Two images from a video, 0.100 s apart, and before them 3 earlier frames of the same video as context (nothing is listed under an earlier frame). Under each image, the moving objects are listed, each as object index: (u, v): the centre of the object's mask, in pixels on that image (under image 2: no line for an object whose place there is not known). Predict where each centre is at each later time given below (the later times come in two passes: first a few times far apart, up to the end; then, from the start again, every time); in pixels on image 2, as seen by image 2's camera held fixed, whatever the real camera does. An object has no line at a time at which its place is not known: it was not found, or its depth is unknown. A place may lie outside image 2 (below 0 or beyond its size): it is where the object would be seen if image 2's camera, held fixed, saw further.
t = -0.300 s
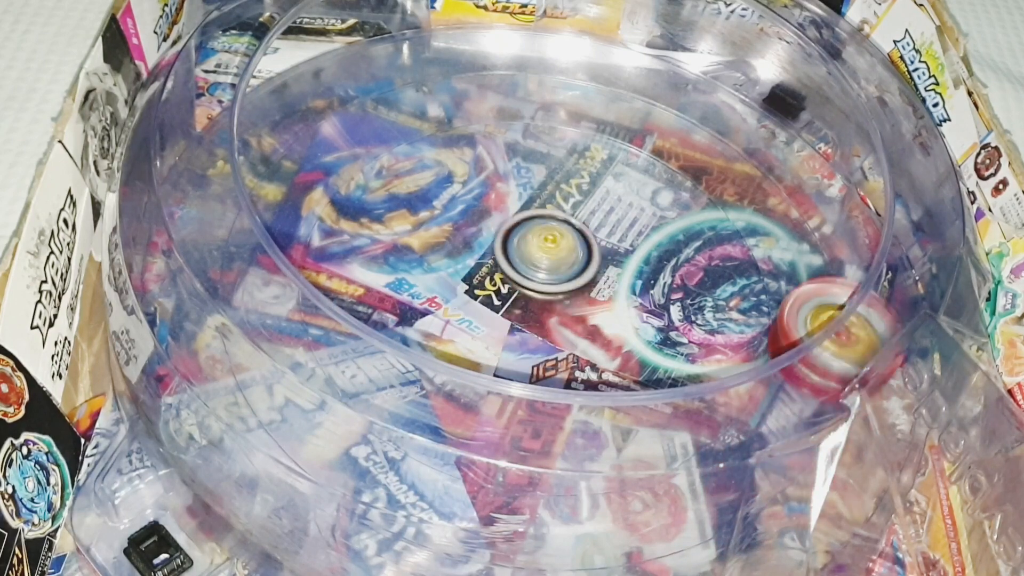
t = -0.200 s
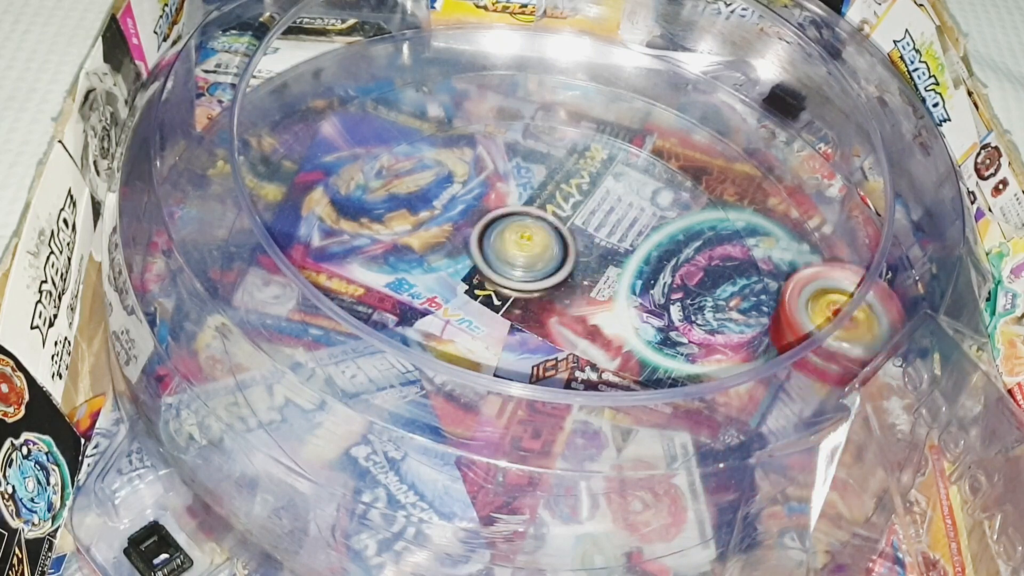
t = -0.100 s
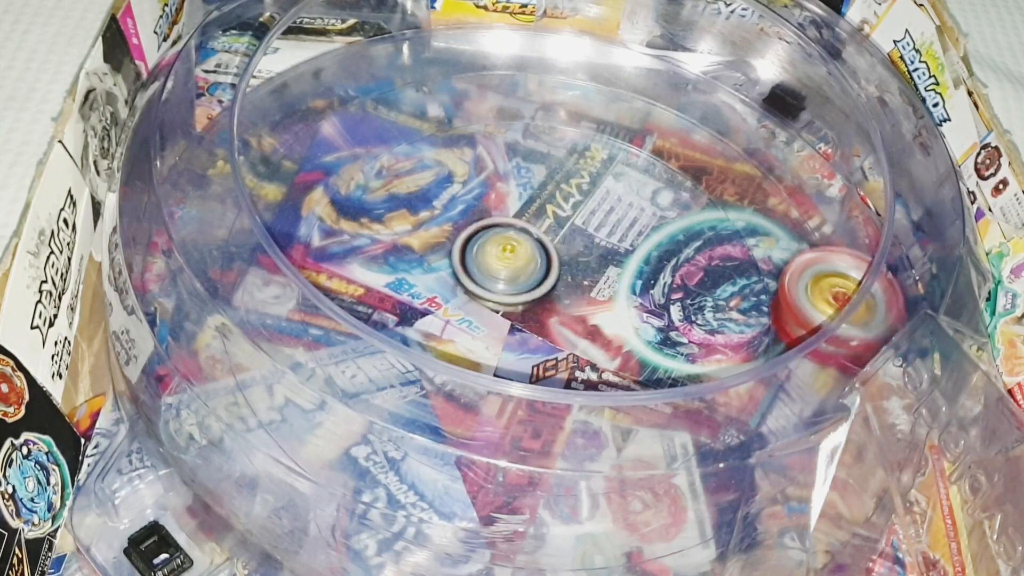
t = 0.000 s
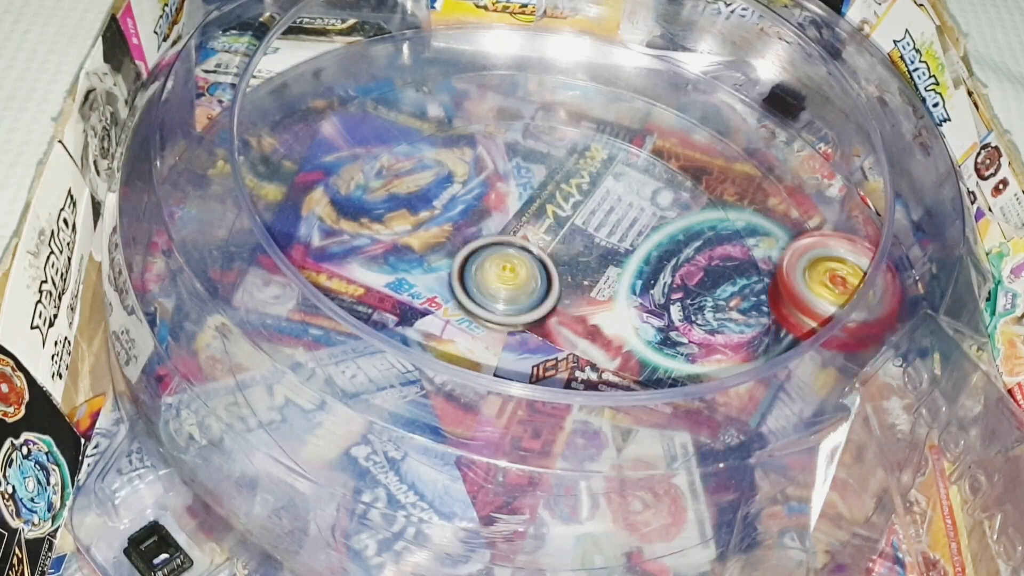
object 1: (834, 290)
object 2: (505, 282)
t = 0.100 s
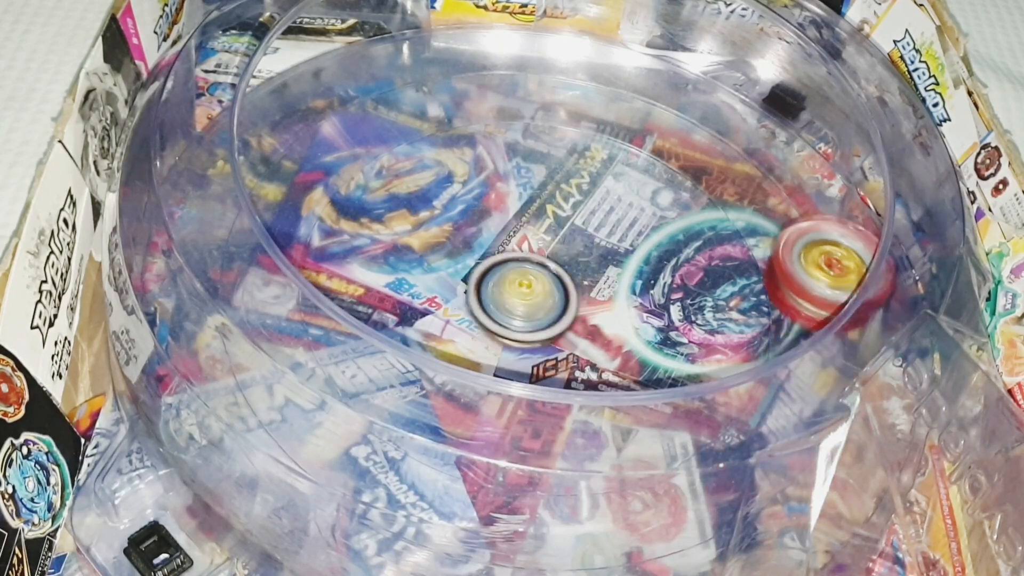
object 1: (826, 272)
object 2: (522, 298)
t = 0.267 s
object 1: (817, 246)
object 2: (561, 296)
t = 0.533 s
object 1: (790, 207)
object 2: (556, 254)
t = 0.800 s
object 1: (754, 174)
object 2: (514, 274)
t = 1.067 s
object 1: (710, 147)
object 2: (555, 302)
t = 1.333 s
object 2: (570, 268)
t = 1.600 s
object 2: (522, 272)
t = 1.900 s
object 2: (554, 307)
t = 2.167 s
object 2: (563, 273)
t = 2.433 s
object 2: (515, 277)
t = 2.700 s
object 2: (541, 309)
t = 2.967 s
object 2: (559, 276)
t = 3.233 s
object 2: (515, 265)
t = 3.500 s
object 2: (526, 299)
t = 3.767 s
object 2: (561, 279)
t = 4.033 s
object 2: (531, 255)
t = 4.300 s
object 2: (521, 284)
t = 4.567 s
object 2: (561, 291)
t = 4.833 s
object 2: (555, 261)
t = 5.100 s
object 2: (525, 282)
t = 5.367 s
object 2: (502, 294)
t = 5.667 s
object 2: (531, 303)
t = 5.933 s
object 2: (526, 272)
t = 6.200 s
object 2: (505, 268)
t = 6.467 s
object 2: (533, 281)
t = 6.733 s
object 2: (556, 262)
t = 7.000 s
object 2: (539, 253)
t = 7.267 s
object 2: (546, 282)
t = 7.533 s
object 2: (571, 289)
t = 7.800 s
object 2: (563, 276)
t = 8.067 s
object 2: (539, 288)
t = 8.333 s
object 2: (550, 304)
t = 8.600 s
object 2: (545, 284)
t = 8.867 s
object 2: (516, 288)
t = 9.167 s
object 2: (535, 295)
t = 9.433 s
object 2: (507, 390)
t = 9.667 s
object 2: (565, 385)
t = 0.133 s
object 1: (819, 264)
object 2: (530, 301)
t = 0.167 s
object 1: (818, 259)
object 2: (539, 302)
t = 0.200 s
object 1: (818, 255)
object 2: (547, 301)
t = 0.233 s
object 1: (817, 251)
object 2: (555, 299)
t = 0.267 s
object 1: (817, 246)
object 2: (561, 296)
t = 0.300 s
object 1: (815, 241)
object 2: (566, 291)
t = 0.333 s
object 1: (812, 237)
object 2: (569, 286)
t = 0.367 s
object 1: (809, 232)
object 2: (571, 280)
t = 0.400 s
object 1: (806, 227)
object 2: (572, 274)
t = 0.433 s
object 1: (801, 223)
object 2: (570, 268)
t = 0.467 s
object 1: (798, 218)
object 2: (566, 262)
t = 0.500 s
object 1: (794, 212)
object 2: (562, 258)
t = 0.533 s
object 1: (790, 207)
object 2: (556, 254)
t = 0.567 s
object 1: (786, 203)
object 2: (549, 251)
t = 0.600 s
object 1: (782, 198)
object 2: (542, 250)
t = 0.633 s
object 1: (777, 194)
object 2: (533, 251)
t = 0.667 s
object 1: (772, 190)
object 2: (526, 253)
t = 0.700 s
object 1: (768, 185)
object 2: (520, 257)
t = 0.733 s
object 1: (764, 181)
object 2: (516, 262)
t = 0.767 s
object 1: (759, 178)
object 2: (514, 268)
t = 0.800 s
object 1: (754, 174)
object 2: (514, 274)
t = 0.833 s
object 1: (748, 170)
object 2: (515, 281)
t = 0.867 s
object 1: (742, 166)
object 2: (518, 286)
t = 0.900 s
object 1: (738, 163)
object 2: (523, 291)
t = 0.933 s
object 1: (732, 159)
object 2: (527, 295)
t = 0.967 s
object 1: (727, 156)
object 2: (533, 299)
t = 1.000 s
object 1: (721, 153)
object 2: (540, 301)
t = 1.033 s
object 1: (715, 150)
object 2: (548, 302)
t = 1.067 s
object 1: (710, 147)
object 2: (555, 302)
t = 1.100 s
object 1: (704, 143)
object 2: (562, 299)
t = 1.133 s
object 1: (697, 140)
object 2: (568, 296)
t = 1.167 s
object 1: (692, 138)
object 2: (572, 293)
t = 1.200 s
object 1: (686, 135)
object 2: (575, 288)
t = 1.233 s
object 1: (680, 132)
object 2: (576, 283)
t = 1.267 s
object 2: (576, 277)
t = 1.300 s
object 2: (573, 273)
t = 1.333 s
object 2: (570, 268)
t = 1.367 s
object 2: (564, 263)
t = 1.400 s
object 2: (558, 261)
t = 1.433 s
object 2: (551, 259)
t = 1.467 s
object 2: (543, 259)
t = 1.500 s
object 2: (536, 261)
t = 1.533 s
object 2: (530, 264)
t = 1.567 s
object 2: (525, 268)
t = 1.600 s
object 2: (522, 272)
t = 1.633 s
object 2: (520, 277)
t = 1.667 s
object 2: (519, 283)
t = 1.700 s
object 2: (520, 289)
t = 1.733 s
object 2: (523, 294)
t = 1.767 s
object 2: (528, 299)
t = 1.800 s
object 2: (534, 303)
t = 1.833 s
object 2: (540, 306)
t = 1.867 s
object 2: (547, 306)
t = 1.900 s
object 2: (554, 307)
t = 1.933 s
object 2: (560, 305)
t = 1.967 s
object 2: (566, 302)
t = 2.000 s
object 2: (569, 298)
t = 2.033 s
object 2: (572, 294)
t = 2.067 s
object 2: (573, 289)
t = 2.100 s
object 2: (571, 283)
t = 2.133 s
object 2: (568, 278)
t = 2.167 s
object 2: (563, 273)
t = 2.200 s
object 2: (557, 269)
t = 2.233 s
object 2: (551, 267)
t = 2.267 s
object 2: (544, 265)
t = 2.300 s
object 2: (537, 266)
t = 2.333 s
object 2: (530, 267)
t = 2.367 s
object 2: (524, 270)
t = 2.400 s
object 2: (519, 273)
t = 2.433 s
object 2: (515, 277)
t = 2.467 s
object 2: (513, 282)
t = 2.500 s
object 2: (513, 288)
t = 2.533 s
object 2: (514, 293)
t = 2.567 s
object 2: (516, 298)
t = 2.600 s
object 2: (521, 302)
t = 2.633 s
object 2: (527, 306)
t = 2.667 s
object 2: (534, 308)
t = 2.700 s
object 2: (541, 309)
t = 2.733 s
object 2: (548, 308)
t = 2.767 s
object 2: (554, 305)
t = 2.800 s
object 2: (559, 301)
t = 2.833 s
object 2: (562, 297)
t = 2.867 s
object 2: (563, 292)
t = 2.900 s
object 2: (563, 286)
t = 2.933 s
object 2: (562, 281)
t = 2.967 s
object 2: (559, 276)
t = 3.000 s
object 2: (555, 271)
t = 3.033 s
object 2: (550, 267)
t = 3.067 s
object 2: (544, 265)
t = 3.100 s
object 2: (539, 263)
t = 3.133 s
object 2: (532, 262)
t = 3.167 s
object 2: (526, 262)
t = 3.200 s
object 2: (520, 263)
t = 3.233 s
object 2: (515, 265)
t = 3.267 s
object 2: (511, 269)
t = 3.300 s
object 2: (508, 273)
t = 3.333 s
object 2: (507, 278)
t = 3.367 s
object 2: (508, 283)
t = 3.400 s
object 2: (510, 288)
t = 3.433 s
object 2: (514, 292)
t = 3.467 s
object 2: (520, 297)
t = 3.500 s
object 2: (526, 299)
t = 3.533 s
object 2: (533, 301)
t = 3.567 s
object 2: (540, 300)
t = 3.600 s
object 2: (546, 299)
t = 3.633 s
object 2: (551, 296)
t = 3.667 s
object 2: (555, 293)
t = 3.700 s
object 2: (559, 289)
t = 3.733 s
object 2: (561, 283)
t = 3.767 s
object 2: (561, 279)
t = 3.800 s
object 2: (560, 273)
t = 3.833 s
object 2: (559, 268)
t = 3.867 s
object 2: (557, 264)
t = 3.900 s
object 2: (553, 260)
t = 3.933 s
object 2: (548, 257)
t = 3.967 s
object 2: (543, 255)
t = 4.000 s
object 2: (537, 255)
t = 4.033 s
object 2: (531, 255)
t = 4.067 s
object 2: (526, 256)
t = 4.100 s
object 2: (522, 258)
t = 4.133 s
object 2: (519, 262)
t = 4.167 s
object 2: (516, 266)
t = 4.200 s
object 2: (515, 271)
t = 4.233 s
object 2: (516, 275)
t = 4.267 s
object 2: (518, 279)
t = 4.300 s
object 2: (521, 284)
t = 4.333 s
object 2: (524, 288)
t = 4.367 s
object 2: (528, 291)
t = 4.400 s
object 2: (534, 293)
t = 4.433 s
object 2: (539, 295)
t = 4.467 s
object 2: (546, 296)
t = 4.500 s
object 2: (551, 294)
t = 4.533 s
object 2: (557, 293)
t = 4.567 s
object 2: (561, 291)
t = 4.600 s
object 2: (564, 287)
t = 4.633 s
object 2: (567, 283)
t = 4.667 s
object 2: (567, 279)
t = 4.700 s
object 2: (567, 275)
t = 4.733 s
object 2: (566, 271)
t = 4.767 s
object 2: (563, 266)
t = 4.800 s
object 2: (559, 264)
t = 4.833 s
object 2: (555, 261)
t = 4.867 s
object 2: (549, 260)
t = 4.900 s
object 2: (543, 261)
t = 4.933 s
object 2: (538, 262)
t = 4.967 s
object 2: (533, 265)
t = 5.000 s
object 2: (530, 268)
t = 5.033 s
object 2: (526, 273)
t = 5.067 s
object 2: (525, 277)
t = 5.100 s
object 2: (525, 282)
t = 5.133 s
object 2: (525, 287)
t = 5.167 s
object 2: (527, 291)
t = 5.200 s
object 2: (530, 294)
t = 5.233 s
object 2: (525, 295)
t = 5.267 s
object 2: (512, 293)
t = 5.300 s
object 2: (506, 291)
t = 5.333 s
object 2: (503, 292)
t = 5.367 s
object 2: (502, 294)
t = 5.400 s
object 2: (504, 297)
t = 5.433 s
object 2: (506, 299)
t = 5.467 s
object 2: (509, 302)
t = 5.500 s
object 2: (512, 304)
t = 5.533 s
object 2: (516, 305)
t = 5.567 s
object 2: (519, 306)
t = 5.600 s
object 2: (524, 306)
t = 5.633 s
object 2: (528, 305)
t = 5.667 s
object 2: (531, 303)
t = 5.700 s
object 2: (534, 299)
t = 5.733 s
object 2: (535, 295)
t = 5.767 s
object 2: (535, 291)
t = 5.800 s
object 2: (534, 287)
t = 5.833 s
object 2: (532, 282)
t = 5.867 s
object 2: (530, 278)
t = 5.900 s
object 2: (528, 275)
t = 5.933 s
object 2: (526, 272)
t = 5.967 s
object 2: (523, 270)
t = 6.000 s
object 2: (520, 268)
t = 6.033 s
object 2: (517, 267)
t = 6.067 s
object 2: (514, 266)
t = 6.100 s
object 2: (511, 266)
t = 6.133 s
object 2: (508, 266)
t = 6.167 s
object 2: (507, 266)
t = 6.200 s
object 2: (505, 268)
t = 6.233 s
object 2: (505, 271)
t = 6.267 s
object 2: (506, 273)
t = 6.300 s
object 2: (510, 277)
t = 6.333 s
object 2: (514, 279)
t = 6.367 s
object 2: (520, 282)
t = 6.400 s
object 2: (524, 282)
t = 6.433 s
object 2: (529, 282)
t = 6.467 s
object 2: (533, 281)
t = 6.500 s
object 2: (538, 280)
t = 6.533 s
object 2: (541, 278)
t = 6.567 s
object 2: (545, 276)
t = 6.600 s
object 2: (548, 274)
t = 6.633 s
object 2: (551, 270)
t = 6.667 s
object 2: (553, 268)
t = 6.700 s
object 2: (554, 265)
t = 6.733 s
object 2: (556, 262)
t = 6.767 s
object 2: (556, 260)
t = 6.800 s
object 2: (555, 258)
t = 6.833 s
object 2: (553, 256)
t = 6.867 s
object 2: (551, 254)
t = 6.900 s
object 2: (548, 253)
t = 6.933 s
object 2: (546, 251)
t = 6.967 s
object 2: (543, 252)
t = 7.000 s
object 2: (539, 253)
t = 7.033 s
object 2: (536, 255)
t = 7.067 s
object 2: (535, 259)
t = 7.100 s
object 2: (535, 262)
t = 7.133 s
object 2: (536, 267)
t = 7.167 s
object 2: (538, 271)
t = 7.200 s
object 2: (539, 275)
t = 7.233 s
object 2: (543, 279)
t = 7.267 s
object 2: (546, 282)
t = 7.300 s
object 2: (549, 284)
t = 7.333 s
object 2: (552, 287)
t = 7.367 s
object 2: (556, 288)
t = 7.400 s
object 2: (559, 289)
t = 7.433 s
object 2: (562, 290)
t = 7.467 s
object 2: (565, 290)
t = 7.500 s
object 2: (568, 290)
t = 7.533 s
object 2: (571, 289)
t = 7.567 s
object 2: (573, 288)
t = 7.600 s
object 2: (574, 287)
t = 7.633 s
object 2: (576, 284)
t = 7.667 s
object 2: (576, 283)
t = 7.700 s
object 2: (575, 280)
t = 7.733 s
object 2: (572, 279)
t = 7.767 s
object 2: (568, 277)
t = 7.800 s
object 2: (563, 276)
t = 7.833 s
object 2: (561, 274)
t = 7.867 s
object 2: (557, 272)
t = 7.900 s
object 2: (553, 276)
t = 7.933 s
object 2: (549, 277)
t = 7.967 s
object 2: (546, 279)
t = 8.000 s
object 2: (542, 283)
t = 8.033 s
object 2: (541, 285)
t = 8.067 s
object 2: (539, 288)
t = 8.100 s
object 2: (538, 291)
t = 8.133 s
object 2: (538, 294)
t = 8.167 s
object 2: (538, 297)
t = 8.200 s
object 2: (539, 299)
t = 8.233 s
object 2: (541, 301)
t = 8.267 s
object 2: (544, 302)
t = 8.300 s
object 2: (547, 304)
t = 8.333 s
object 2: (550, 304)
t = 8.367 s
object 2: (554, 303)
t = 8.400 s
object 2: (557, 302)
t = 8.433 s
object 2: (558, 298)
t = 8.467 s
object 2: (558, 295)
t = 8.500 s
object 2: (556, 292)
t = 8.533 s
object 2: (553, 289)
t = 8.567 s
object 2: (549, 286)
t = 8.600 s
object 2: (545, 284)
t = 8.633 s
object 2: (540, 282)
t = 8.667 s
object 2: (536, 281)
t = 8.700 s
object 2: (531, 281)
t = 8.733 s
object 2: (528, 281)
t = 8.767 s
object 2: (524, 282)
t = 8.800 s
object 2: (521, 283)
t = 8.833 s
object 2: (518, 285)
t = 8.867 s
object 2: (516, 288)
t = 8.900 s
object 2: (515, 290)
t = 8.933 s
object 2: (516, 292)
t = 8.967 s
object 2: (517, 295)
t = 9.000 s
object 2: (519, 296)
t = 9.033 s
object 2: (521, 298)
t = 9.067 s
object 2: (524, 298)
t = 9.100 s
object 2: (528, 298)
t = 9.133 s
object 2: (532, 297)
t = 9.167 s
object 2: (535, 295)
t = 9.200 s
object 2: (538, 293)
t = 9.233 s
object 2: (541, 290)
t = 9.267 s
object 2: (541, 287)
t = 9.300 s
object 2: (534, 307)
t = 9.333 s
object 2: (522, 335)
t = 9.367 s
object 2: (517, 348)
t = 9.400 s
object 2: (509, 376)
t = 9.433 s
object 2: (507, 390)
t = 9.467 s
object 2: (510, 396)
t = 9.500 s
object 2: (518, 399)
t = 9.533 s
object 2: (528, 399)
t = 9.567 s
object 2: (539, 401)
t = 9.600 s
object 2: (548, 387)
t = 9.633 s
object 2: (557, 388)
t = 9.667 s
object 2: (565, 385)
